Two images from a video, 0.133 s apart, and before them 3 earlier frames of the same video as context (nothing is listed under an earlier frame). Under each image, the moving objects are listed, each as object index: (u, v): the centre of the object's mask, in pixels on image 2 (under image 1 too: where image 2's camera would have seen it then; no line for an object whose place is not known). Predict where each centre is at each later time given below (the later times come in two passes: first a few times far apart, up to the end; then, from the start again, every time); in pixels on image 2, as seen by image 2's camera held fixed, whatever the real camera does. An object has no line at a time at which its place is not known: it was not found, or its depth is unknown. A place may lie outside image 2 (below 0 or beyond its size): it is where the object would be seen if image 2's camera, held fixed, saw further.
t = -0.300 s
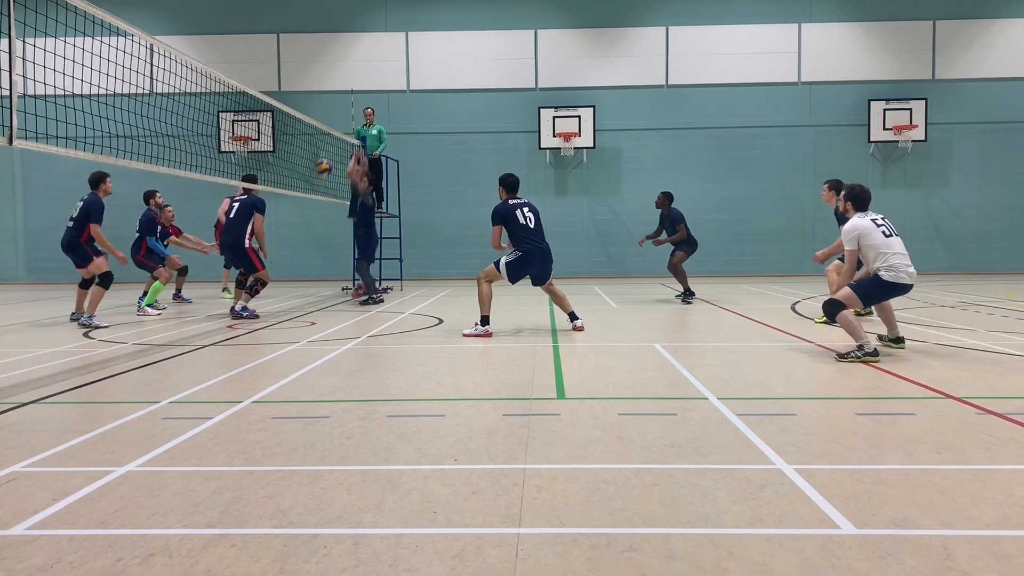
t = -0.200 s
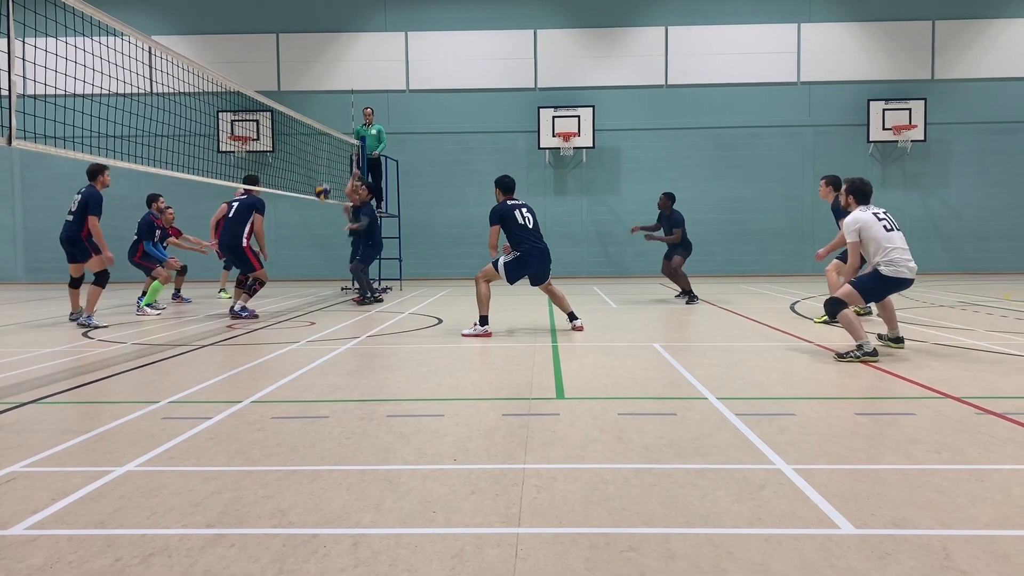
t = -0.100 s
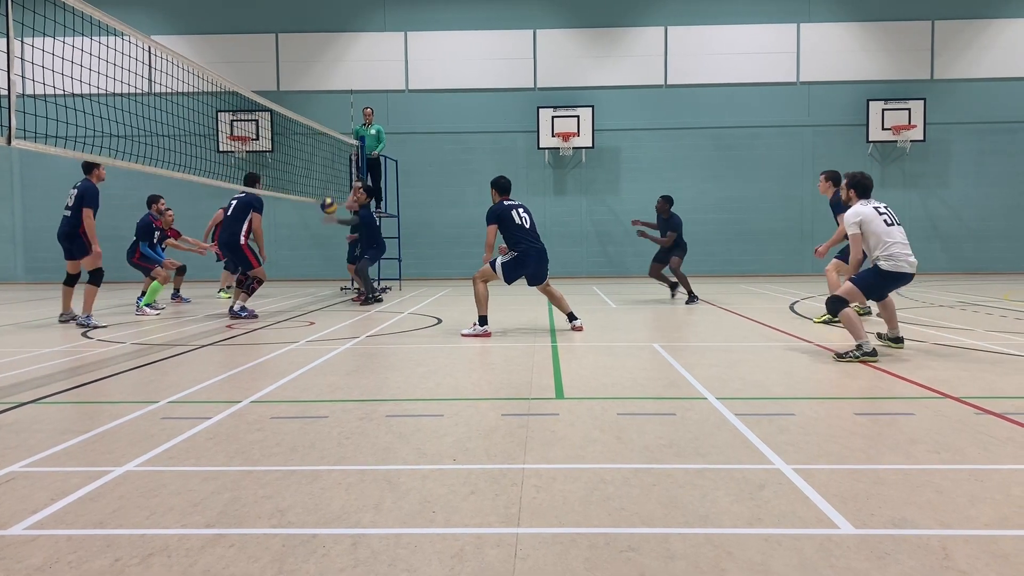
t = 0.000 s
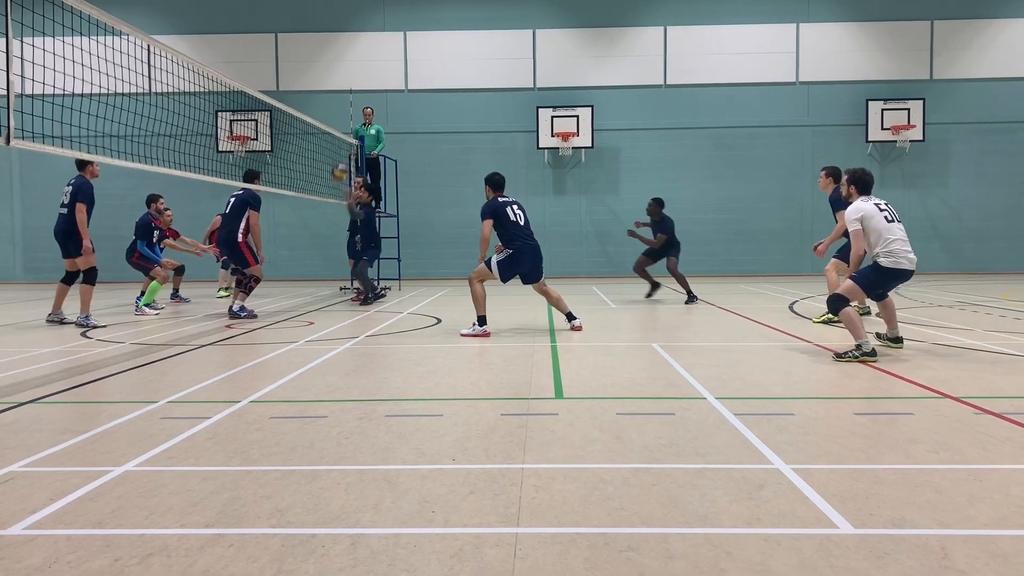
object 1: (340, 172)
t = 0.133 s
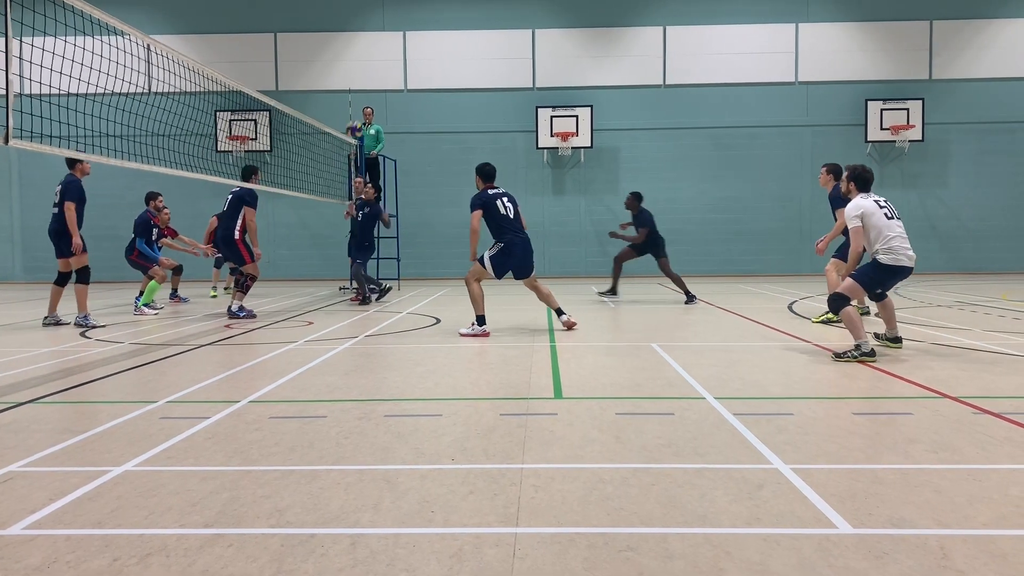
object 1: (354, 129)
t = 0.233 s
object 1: (368, 106)
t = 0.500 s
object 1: (404, 83)
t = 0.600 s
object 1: (421, 90)
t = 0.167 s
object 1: (360, 121)
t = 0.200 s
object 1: (364, 111)
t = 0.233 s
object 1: (368, 106)
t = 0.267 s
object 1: (372, 100)
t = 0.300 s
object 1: (377, 95)
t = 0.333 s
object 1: (381, 90)
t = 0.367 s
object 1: (385, 87)
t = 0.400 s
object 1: (391, 86)
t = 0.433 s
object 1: (394, 84)
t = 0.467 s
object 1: (399, 83)
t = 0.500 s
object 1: (404, 83)
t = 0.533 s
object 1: (409, 84)
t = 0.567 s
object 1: (414, 86)
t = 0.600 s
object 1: (421, 90)
